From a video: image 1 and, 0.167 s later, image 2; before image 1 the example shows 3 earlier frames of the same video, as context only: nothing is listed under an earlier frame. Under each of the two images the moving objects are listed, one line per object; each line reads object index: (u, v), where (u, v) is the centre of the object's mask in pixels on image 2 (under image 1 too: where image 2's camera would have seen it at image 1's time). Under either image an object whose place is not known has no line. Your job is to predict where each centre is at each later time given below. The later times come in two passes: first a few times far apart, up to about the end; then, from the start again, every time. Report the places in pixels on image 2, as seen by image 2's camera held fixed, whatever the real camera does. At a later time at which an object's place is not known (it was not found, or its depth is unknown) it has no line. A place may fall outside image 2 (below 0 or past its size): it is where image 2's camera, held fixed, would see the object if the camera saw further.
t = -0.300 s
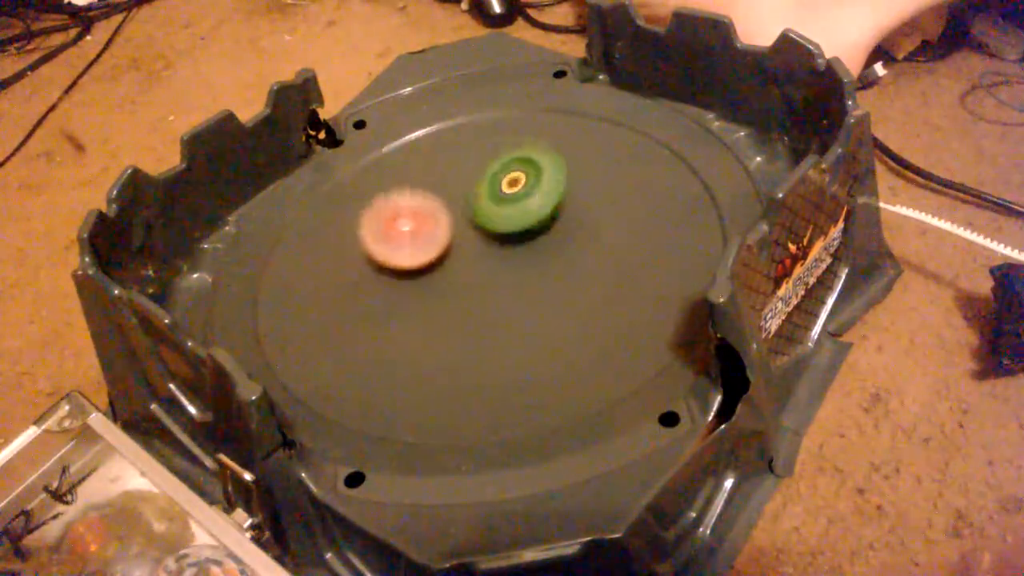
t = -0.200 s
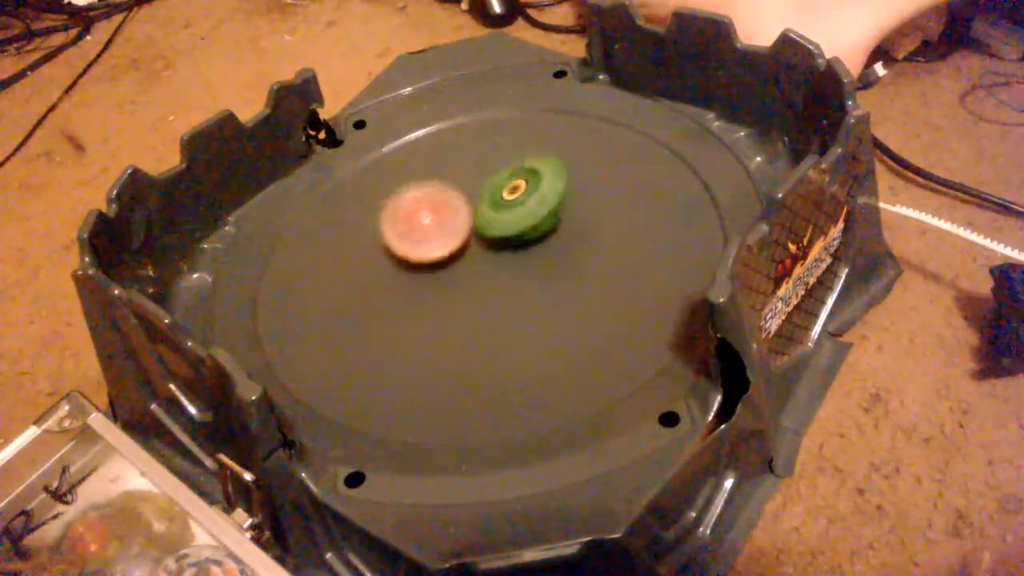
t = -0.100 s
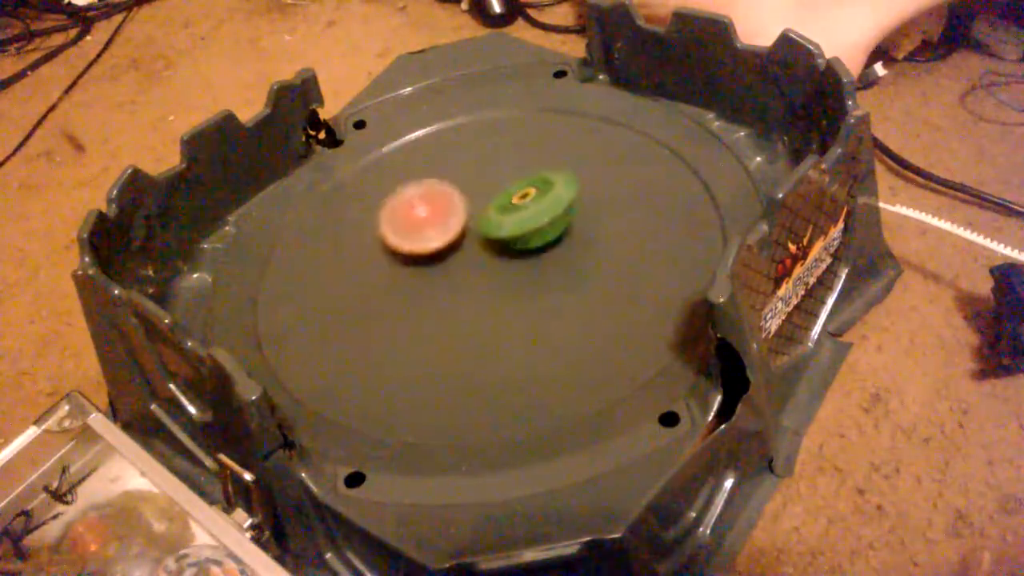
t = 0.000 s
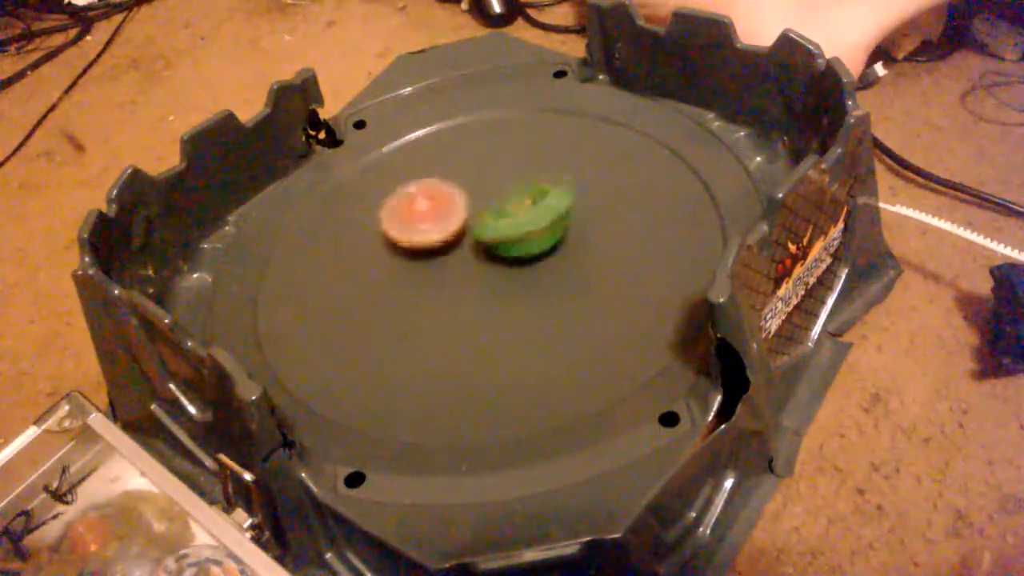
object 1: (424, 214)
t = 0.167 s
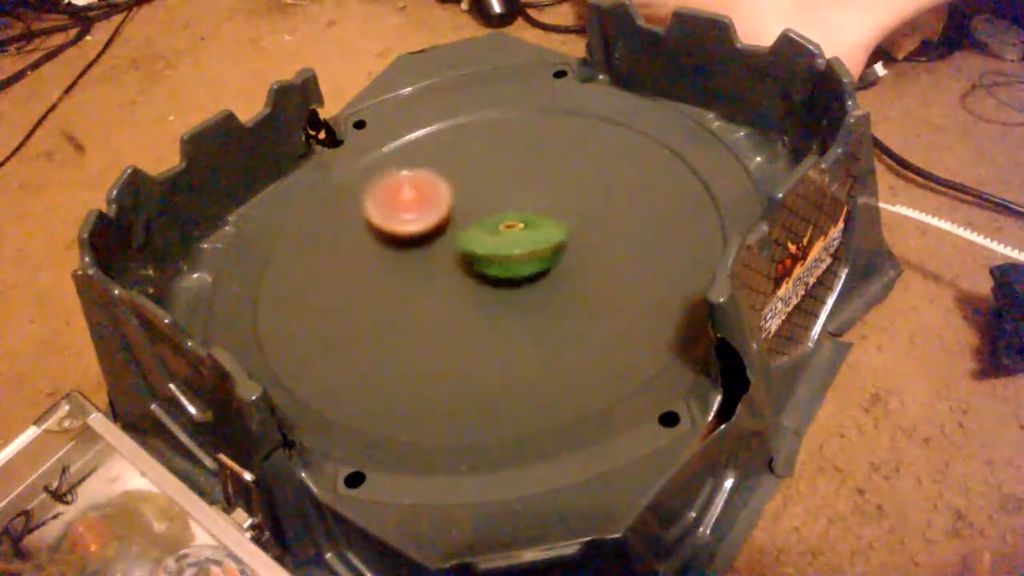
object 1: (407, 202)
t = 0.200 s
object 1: (406, 201)
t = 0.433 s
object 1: (408, 198)
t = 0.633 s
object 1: (408, 195)
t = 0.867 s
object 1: (401, 191)
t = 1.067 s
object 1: (405, 203)
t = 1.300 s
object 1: (403, 210)
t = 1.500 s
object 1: (404, 203)
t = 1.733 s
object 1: (431, 197)
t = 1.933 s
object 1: (461, 202)
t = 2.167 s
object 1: (468, 235)
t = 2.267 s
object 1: (456, 246)
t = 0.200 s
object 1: (406, 201)
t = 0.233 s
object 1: (406, 200)
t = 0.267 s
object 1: (406, 200)
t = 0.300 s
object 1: (406, 199)
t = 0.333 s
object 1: (407, 199)
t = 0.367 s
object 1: (407, 199)
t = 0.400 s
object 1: (409, 199)
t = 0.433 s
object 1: (408, 198)
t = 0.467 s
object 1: (406, 194)
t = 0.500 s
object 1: (406, 193)
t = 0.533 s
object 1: (406, 193)
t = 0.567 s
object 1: (407, 194)
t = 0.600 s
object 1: (408, 194)
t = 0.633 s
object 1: (408, 195)
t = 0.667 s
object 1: (411, 196)
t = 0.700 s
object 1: (409, 195)
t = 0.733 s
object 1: (403, 192)
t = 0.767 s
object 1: (401, 189)
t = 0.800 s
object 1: (401, 190)
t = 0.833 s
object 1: (400, 190)
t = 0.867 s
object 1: (401, 191)
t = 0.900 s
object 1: (401, 192)
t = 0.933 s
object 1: (401, 194)
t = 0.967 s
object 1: (402, 196)
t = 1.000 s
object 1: (403, 199)
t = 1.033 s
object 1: (404, 201)
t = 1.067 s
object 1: (405, 203)
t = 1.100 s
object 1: (405, 205)
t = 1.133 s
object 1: (405, 207)
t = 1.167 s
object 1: (406, 209)
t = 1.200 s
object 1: (405, 211)
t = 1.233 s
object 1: (405, 214)
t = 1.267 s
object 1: (403, 214)
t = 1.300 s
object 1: (403, 210)
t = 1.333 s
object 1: (404, 205)
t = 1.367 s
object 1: (404, 203)
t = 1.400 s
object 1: (405, 202)
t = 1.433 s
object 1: (406, 204)
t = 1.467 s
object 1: (404, 204)
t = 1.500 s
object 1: (404, 203)
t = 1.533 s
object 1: (406, 202)
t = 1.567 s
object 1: (409, 202)
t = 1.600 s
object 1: (410, 203)
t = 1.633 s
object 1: (411, 203)
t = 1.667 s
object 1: (417, 202)
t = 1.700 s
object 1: (425, 200)
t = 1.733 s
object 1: (431, 197)
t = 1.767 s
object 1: (436, 197)
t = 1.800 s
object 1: (441, 196)
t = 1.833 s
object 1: (446, 196)
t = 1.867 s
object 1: (451, 197)
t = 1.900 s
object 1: (456, 199)
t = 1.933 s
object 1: (461, 202)
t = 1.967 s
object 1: (465, 205)
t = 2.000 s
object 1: (468, 209)
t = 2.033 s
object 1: (470, 214)
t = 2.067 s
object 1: (472, 220)
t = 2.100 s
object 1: (471, 225)
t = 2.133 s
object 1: (471, 229)
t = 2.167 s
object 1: (468, 235)
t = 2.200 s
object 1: (464, 240)
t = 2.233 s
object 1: (461, 243)
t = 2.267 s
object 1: (456, 246)
